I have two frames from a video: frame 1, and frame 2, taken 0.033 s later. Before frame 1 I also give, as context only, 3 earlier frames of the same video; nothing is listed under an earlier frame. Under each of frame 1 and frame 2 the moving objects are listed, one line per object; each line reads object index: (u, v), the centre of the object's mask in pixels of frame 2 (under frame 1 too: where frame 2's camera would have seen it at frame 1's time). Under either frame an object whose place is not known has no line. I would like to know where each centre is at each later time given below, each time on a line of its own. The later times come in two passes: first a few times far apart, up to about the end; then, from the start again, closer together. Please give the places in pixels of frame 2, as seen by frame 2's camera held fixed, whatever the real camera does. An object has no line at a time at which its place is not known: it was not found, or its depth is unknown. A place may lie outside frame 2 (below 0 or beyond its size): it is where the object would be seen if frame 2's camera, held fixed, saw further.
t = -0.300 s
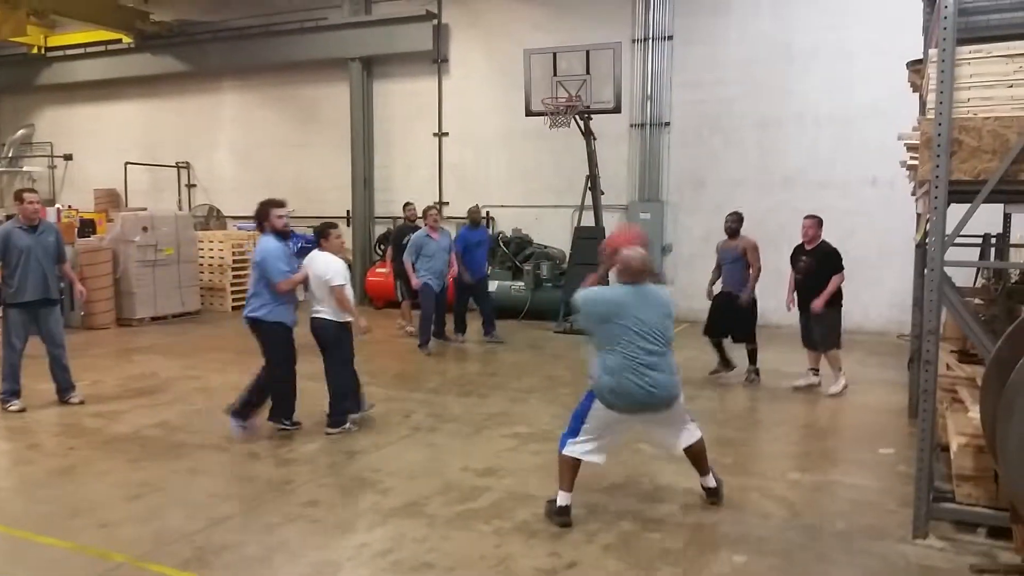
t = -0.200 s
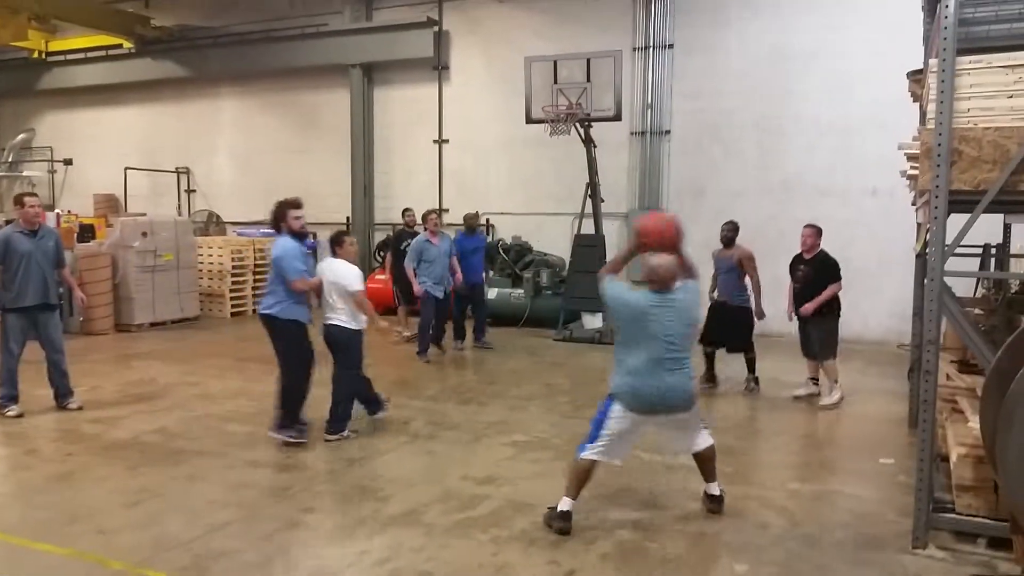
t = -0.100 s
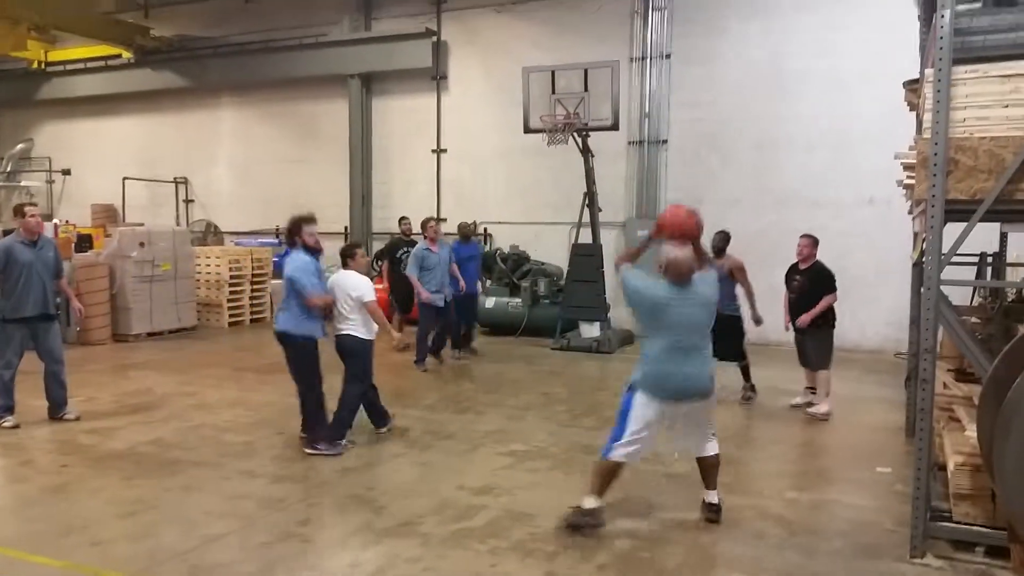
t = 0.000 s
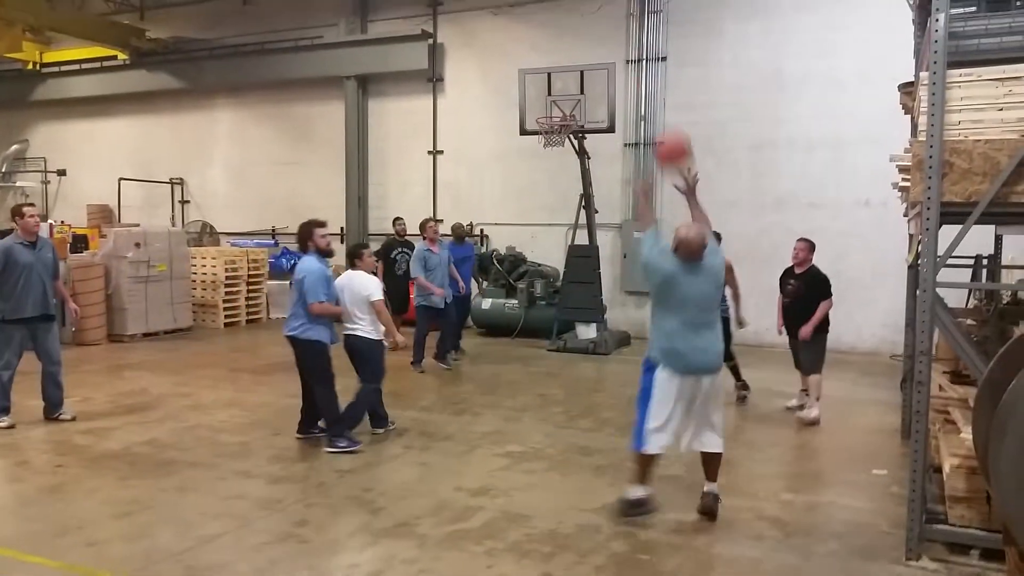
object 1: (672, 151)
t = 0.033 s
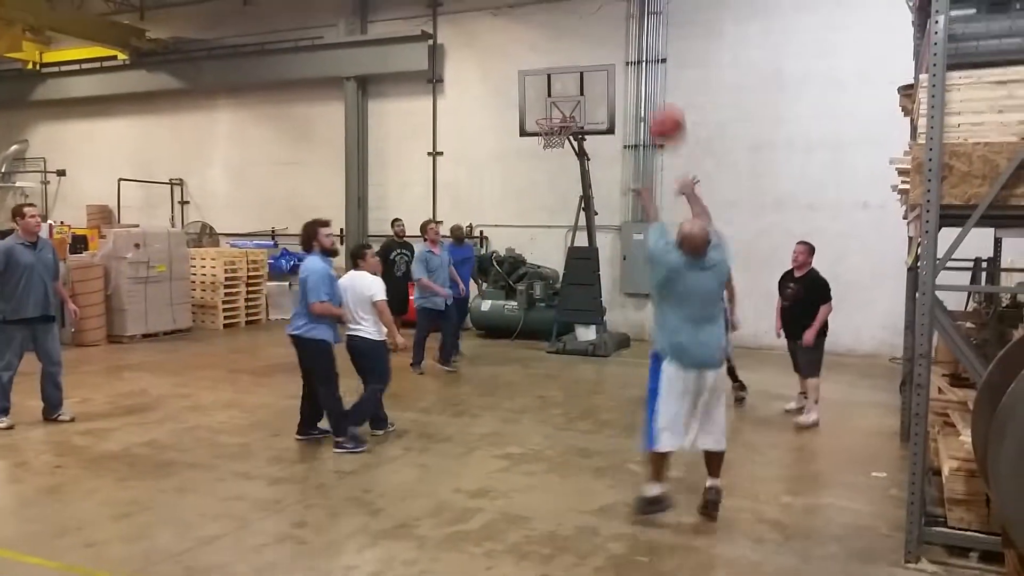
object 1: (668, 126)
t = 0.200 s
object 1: (639, 32)
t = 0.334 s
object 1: (623, 3)
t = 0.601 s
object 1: (598, 3)
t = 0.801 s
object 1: (584, 49)
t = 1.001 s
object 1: (561, 106)
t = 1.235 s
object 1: (550, 146)
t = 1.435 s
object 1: (559, 190)
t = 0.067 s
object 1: (663, 102)
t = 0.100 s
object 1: (657, 81)
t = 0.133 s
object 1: (650, 63)
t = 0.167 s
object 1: (644, 48)
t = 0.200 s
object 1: (639, 32)
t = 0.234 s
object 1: (635, 22)
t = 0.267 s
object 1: (632, 12)
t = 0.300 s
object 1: (628, 7)
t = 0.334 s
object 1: (623, 3)
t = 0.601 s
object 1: (598, 3)
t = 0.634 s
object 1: (595, 10)
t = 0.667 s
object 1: (593, 16)
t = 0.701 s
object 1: (590, 24)
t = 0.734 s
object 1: (588, 30)
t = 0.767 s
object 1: (585, 40)
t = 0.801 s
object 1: (584, 49)
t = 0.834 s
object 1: (582, 58)
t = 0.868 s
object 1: (578, 69)
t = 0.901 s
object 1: (577, 82)
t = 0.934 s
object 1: (575, 92)
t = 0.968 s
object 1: (570, 98)
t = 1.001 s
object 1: (561, 106)
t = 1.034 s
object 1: (556, 115)
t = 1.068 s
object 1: (546, 126)
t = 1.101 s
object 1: (545, 133)
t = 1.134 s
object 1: (546, 137)
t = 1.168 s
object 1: (547, 139)
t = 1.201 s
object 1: (548, 143)
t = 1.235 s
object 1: (550, 146)
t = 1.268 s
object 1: (551, 151)
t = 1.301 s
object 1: (553, 156)
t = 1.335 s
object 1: (555, 164)
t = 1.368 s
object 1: (556, 171)
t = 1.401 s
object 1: (557, 180)
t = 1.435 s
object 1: (559, 190)
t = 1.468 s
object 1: (560, 200)
